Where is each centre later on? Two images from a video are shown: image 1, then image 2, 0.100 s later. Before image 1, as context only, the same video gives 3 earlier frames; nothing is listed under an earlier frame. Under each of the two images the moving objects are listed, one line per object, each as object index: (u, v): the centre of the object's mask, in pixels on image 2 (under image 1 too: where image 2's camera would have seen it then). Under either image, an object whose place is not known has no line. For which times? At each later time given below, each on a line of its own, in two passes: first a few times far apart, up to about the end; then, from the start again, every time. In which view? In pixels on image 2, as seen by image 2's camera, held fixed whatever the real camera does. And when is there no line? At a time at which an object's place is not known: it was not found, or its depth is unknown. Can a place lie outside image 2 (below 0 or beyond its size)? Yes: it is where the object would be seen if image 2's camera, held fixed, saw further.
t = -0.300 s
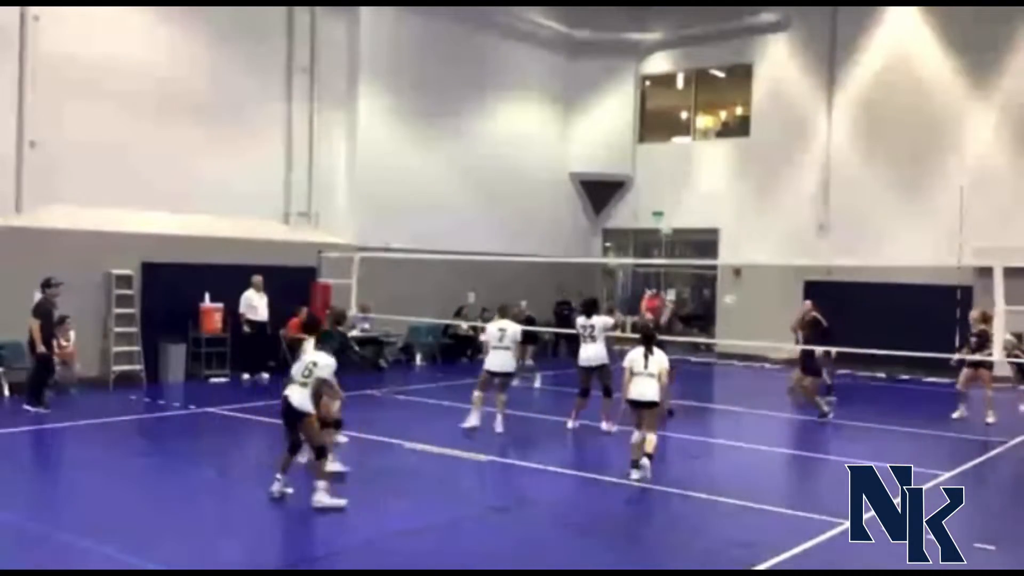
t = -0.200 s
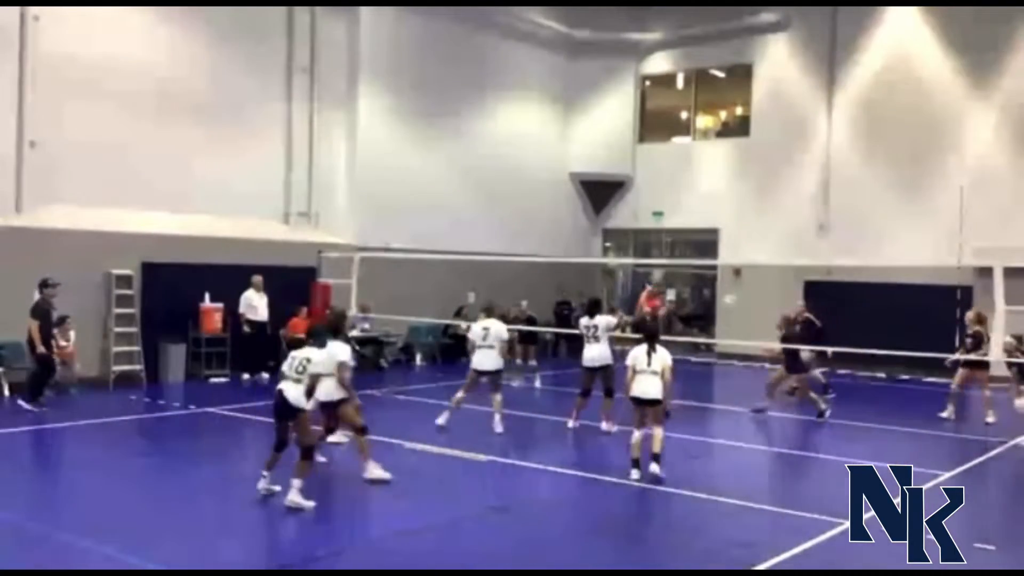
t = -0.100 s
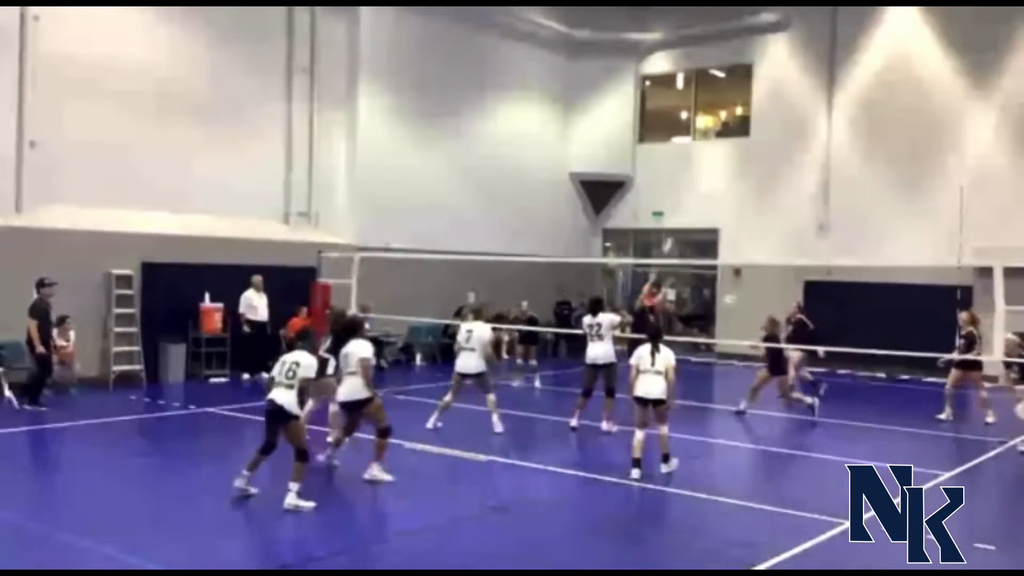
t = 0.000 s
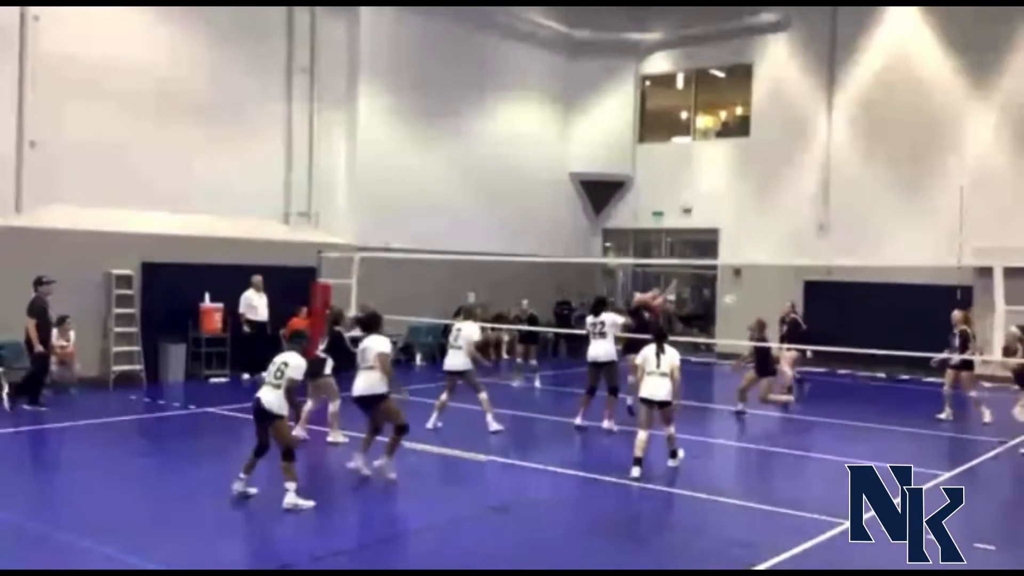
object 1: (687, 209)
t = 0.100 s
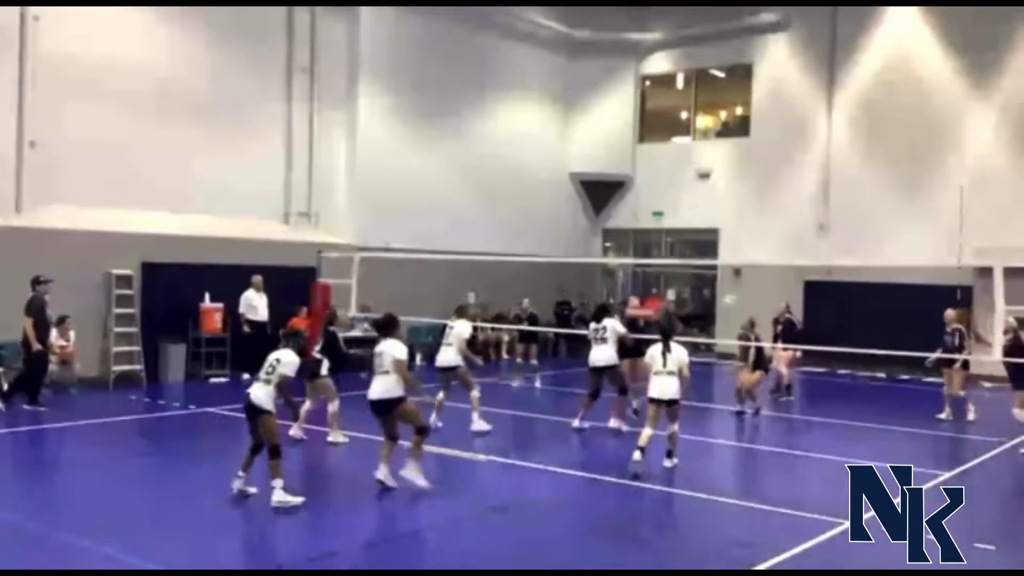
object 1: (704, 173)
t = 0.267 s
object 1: (730, 128)
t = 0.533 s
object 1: (780, 102)
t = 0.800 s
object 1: (827, 130)
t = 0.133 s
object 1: (709, 163)
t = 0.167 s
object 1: (716, 154)
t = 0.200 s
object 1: (721, 146)
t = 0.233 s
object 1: (725, 135)
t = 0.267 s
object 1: (730, 128)
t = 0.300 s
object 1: (737, 121)
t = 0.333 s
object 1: (747, 118)
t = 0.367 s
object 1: (754, 113)
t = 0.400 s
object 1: (757, 109)
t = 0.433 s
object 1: (762, 106)
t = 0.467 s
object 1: (768, 104)
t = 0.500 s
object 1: (774, 103)
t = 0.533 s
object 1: (780, 102)
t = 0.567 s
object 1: (787, 103)
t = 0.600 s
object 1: (792, 104)
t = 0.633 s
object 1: (798, 106)
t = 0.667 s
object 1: (804, 109)
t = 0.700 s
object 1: (809, 113)
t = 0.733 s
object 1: (815, 117)
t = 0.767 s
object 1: (821, 123)
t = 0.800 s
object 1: (827, 130)
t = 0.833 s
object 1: (833, 136)
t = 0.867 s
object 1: (840, 144)
